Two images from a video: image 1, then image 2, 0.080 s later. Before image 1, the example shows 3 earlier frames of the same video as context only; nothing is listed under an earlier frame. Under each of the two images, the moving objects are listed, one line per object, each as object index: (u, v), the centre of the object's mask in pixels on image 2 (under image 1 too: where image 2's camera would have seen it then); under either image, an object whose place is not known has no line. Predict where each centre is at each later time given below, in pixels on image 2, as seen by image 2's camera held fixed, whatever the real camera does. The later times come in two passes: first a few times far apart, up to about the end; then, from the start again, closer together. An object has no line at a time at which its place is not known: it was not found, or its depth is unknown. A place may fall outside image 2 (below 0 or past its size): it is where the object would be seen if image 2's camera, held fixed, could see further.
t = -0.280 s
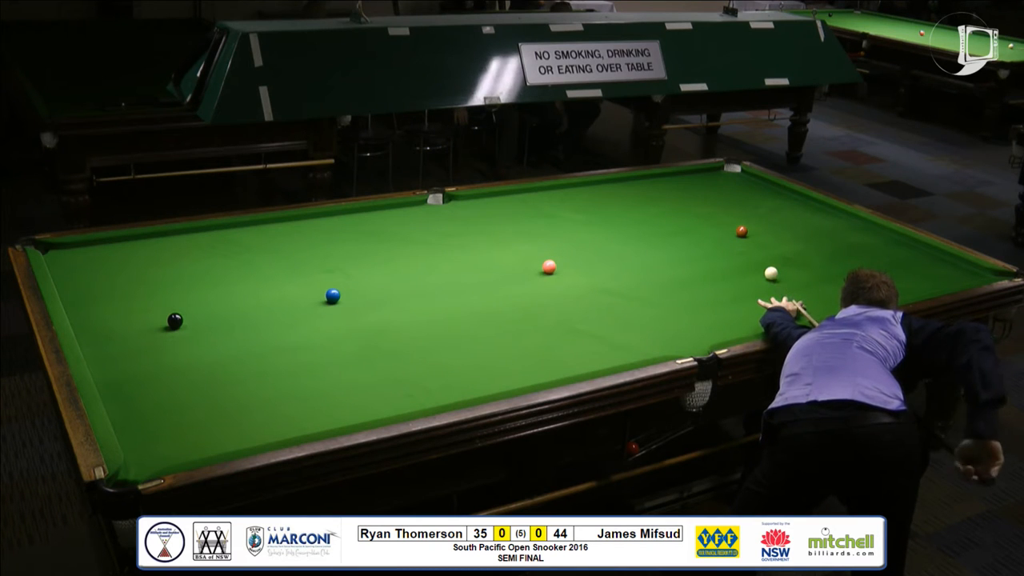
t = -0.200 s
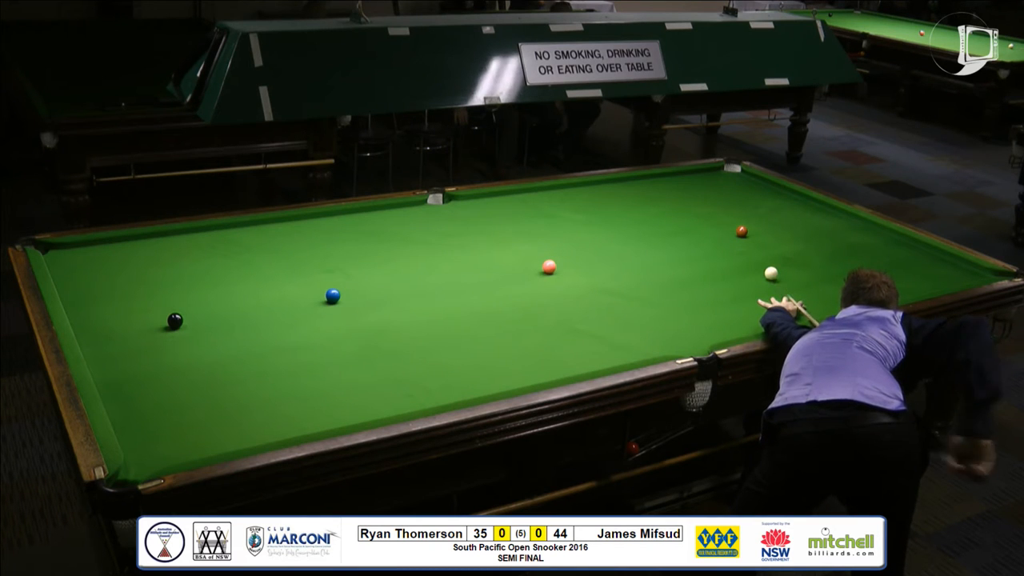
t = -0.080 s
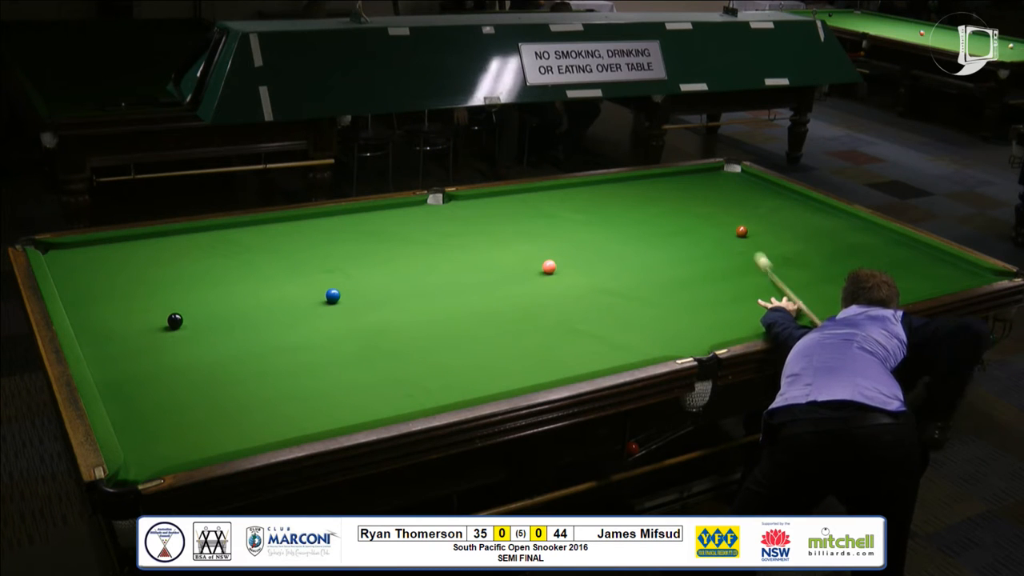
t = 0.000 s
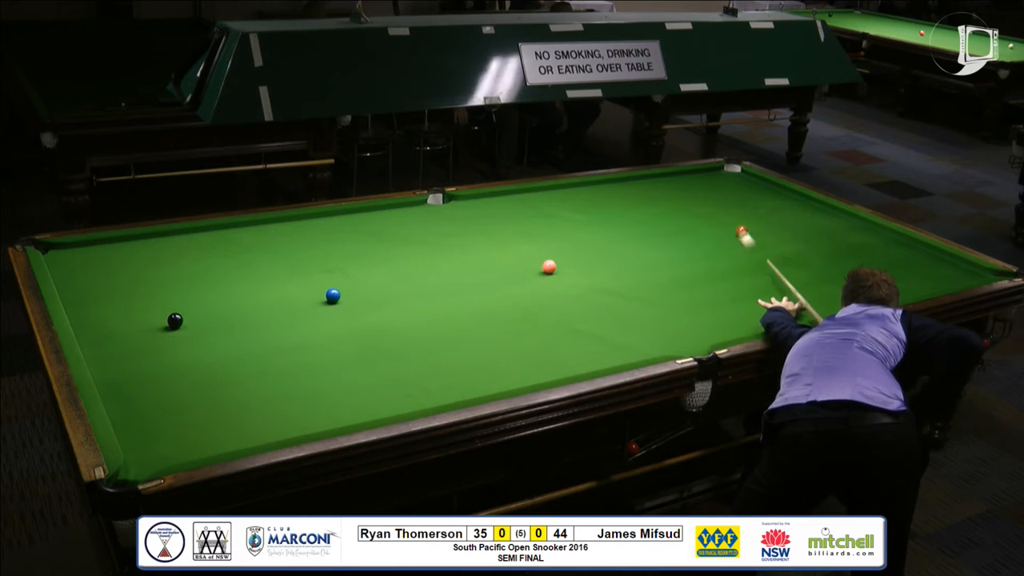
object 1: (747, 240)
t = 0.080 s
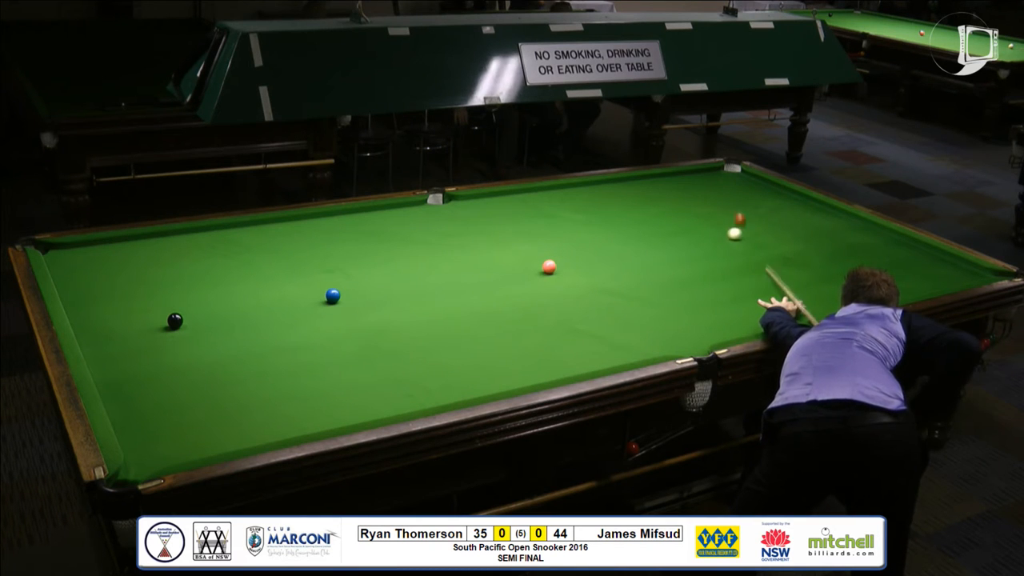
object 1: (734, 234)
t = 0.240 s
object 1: (718, 235)
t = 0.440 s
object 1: (705, 240)
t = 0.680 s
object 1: (689, 246)
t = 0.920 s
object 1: (673, 253)
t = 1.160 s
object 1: (657, 259)
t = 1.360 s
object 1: (644, 264)
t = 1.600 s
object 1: (628, 271)
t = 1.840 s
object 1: (614, 277)
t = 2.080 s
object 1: (600, 283)
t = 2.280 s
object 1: (588, 288)
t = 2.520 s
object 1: (574, 293)
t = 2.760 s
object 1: (561, 299)
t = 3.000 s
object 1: (548, 304)
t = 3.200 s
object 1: (538, 307)
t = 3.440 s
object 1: (528, 312)
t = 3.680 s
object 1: (518, 316)
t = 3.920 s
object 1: (509, 319)
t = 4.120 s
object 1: (502, 322)
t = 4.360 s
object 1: (495, 325)
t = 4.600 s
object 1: (490, 327)
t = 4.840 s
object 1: (485, 329)
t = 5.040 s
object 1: (482, 330)
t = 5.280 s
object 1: (480, 331)
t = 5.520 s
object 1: (480, 332)
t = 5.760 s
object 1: (480, 332)
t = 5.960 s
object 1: (480, 332)
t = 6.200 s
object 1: (480, 332)
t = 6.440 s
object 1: (480, 332)
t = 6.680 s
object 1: (480, 332)
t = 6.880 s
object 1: (480, 332)
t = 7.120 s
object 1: (480, 332)
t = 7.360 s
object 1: (480, 332)
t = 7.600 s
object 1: (480, 332)
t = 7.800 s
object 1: (480, 332)
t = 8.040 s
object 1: (480, 332)
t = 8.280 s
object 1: (480, 332)
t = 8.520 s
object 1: (480, 332)
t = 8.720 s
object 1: (480, 332)
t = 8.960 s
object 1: (480, 332)
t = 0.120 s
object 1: (729, 234)
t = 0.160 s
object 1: (725, 234)
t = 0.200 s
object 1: (721, 234)
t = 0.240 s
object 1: (718, 235)
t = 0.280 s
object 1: (715, 236)
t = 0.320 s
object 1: (713, 237)
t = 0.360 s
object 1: (710, 238)
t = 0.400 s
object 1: (707, 239)
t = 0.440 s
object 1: (705, 240)
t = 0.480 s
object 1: (702, 241)
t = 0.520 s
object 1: (699, 242)
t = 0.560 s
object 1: (697, 243)
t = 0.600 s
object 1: (694, 244)
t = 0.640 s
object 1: (691, 245)
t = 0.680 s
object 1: (689, 246)
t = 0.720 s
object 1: (686, 247)
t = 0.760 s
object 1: (683, 248)
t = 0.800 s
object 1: (681, 249)
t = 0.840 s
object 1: (678, 251)
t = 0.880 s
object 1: (675, 252)
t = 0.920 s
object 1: (673, 253)
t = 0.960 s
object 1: (670, 254)
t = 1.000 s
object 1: (667, 255)
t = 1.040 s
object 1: (665, 256)
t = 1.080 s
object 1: (662, 257)
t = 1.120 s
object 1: (659, 258)
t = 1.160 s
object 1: (657, 259)
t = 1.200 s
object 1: (654, 260)
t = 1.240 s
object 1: (652, 261)
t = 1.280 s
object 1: (649, 262)
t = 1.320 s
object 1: (646, 263)
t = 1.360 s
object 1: (644, 264)
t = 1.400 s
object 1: (641, 265)
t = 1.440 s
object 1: (639, 267)
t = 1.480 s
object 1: (636, 267)
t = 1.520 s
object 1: (634, 269)
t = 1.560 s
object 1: (631, 269)
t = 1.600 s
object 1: (628, 271)
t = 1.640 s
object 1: (626, 272)
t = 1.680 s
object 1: (623, 273)
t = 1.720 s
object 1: (621, 274)
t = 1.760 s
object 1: (619, 275)
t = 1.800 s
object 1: (616, 276)
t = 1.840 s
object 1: (614, 277)
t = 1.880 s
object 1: (611, 278)
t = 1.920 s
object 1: (609, 279)
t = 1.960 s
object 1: (607, 280)
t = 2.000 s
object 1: (604, 281)
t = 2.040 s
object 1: (602, 282)
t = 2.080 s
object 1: (600, 283)
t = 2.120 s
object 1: (597, 284)
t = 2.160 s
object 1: (595, 285)
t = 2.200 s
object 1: (593, 286)
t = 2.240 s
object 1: (590, 287)
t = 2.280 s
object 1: (588, 288)
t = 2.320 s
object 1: (586, 289)
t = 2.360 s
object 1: (583, 290)
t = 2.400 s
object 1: (581, 291)
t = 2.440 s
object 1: (579, 292)
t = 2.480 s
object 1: (577, 293)
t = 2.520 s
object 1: (574, 293)
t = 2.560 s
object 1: (572, 294)
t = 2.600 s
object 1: (570, 295)
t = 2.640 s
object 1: (568, 296)
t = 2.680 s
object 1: (565, 297)
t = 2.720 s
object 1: (563, 298)
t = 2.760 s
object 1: (561, 299)
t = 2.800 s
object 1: (559, 299)
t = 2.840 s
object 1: (557, 300)
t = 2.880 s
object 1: (555, 301)
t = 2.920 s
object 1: (552, 302)
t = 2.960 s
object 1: (550, 303)
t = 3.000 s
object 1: (548, 304)
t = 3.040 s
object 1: (546, 304)
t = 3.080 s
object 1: (544, 305)
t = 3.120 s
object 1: (542, 306)
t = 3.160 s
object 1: (540, 307)
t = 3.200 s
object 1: (538, 307)
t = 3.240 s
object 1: (537, 308)
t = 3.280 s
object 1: (535, 309)
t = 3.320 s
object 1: (533, 310)
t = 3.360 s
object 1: (531, 311)
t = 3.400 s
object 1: (529, 311)
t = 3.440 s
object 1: (528, 312)
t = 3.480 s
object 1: (526, 312)
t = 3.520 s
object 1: (524, 313)
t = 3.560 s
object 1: (522, 314)
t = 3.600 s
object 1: (521, 314)
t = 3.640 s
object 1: (519, 315)
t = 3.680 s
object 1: (518, 316)
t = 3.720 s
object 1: (516, 316)
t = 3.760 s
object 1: (515, 317)
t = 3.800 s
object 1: (513, 318)
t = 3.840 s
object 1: (512, 318)
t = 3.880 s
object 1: (510, 319)
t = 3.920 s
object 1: (509, 319)
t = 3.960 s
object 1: (507, 320)
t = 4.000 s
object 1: (506, 320)
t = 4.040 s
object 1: (505, 321)
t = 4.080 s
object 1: (503, 322)
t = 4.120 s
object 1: (502, 322)
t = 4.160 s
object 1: (501, 322)
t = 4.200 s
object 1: (500, 323)
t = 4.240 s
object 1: (499, 323)
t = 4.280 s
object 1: (497, 324)
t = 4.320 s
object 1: (496, 324)
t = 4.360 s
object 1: (495, 325)
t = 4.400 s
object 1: (494, 325)
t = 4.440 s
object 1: (493, 326)
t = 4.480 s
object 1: (492, 326)
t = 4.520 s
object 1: (491, 326)
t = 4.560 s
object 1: (490, 327)
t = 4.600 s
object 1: (490, 327)
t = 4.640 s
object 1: (489, 327)
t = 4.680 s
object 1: (488, 328)
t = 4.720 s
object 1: (487, 328)
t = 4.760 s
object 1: (487, 328)
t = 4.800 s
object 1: (486, 329)
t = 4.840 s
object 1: (485, 329)
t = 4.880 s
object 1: (485, 329)
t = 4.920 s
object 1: (484, 330)
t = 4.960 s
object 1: (484, 330)
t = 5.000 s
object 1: (483, 330)
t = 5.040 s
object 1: (482, 330)
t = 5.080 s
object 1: (482, 331)
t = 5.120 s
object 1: (482, 331)
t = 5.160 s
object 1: (481, 331)
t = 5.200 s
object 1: (481, 331)
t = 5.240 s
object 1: (481, 331)
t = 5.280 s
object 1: (480, 331)
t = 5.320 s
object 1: (480, 332)
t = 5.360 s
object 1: (480, 332)
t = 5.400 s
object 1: (480, 332)
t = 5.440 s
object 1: (480, 332)
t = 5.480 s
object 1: (480, 332)
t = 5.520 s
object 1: (480, 332)
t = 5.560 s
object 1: (480, 332)
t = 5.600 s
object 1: (480, 332)
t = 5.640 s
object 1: (480, 332)
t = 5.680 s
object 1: (480, 332)
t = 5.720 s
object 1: (480, 332)
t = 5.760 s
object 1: (480, 332)
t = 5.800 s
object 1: (480, 332)
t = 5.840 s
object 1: (480, 332)
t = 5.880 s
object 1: (480, 332)
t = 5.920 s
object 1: (480, 332)
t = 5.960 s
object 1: (480, 332)
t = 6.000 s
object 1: (480, 332)
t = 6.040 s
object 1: (480, 332)
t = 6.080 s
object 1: (480, 332)
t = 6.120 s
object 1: (480, 332)
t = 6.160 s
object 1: (480, 332)
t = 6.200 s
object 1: (480, 332)
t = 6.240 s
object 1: (480, 332)
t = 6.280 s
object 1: (480, 332)
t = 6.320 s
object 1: (480, 332)
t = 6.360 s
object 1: (480, 332)
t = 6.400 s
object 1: (480, 332)
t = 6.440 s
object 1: (480, 332)
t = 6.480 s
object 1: (480, 332)
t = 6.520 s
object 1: (480, 332)
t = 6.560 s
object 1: (480, 332)
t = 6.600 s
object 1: (480, 332)
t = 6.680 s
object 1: (480, 332)
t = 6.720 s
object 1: (480, 332)
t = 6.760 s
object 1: (480, 332)
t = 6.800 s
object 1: (480, 332)
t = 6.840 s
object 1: (480, 332)
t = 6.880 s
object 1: (480, 332)
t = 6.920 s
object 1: (480, 332)
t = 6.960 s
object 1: (480, 332)
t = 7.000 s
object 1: (480, 332)
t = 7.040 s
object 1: (480, 332)
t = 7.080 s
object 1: (480, 332)
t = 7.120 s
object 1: (480, 332)
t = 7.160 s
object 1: (480, 332)
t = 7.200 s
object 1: (480, 332)
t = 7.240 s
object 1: (480, 332)
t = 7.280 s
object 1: (480, 332)
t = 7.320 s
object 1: (480, 332)
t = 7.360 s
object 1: (480, 332)
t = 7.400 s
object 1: (480, 332)
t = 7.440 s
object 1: (480, 332)
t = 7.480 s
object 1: (480, 332)
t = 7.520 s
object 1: (480, 332)
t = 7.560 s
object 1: (480, 332)
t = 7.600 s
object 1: (480, 332)
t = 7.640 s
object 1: (480, 332)
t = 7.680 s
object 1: (480, 332)
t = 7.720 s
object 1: (480, 332)
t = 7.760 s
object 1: (480, 332)
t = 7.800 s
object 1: (480, 332)
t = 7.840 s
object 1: (480, 332)
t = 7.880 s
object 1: (480, 332)
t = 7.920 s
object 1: (480, 332)
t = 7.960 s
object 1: (480, 332)
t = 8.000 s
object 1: (480, 332)
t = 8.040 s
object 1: (480, 332)
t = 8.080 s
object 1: (480, 332)
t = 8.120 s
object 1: (480, 332)
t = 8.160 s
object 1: (480, 332)
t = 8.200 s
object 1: (480, 332)
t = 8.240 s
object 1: (480, 332)
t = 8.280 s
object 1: (480, 332)
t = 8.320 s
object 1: (480, 332)
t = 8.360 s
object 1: (480, 332)
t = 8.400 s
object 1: (480, 332)
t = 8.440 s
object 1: (480, 332)
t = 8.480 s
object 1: (480, 332)
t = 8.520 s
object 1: (480, 332)
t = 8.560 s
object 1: (480, 332)
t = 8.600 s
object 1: (480, 332)
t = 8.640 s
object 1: (480, 332)
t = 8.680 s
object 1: (480, 332)
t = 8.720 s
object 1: (480, 332)
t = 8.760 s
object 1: (480, 332)
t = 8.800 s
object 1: (480, 332)
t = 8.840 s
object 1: (480, 332)
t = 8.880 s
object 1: (480, 332)
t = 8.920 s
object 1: (480, 332)
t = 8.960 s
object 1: (480, 332)
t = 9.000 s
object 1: (480, 332)
